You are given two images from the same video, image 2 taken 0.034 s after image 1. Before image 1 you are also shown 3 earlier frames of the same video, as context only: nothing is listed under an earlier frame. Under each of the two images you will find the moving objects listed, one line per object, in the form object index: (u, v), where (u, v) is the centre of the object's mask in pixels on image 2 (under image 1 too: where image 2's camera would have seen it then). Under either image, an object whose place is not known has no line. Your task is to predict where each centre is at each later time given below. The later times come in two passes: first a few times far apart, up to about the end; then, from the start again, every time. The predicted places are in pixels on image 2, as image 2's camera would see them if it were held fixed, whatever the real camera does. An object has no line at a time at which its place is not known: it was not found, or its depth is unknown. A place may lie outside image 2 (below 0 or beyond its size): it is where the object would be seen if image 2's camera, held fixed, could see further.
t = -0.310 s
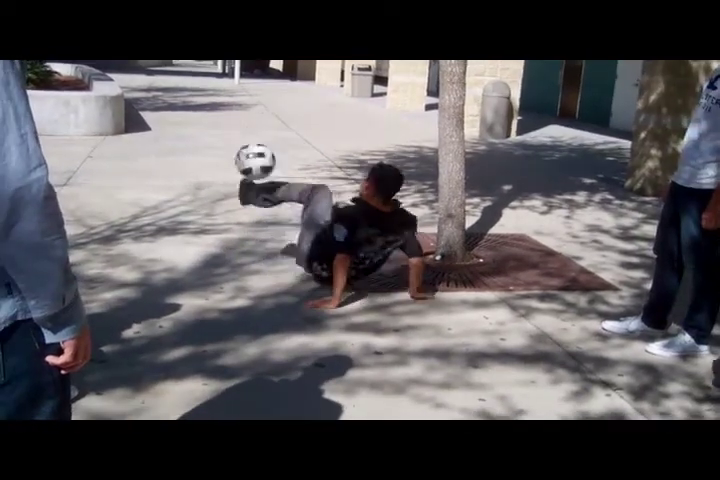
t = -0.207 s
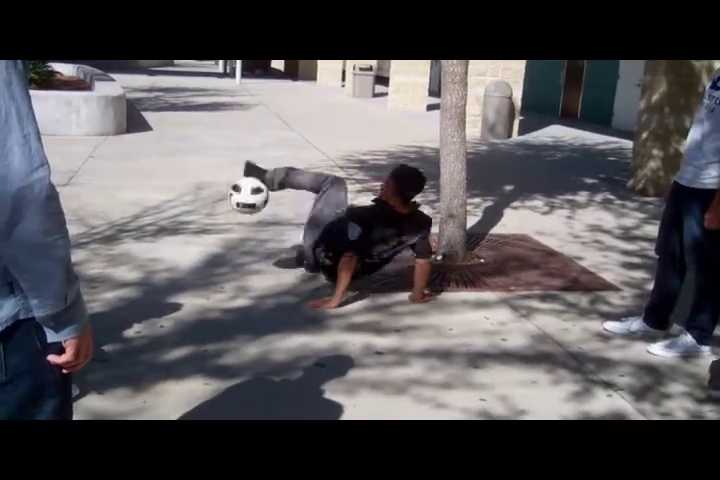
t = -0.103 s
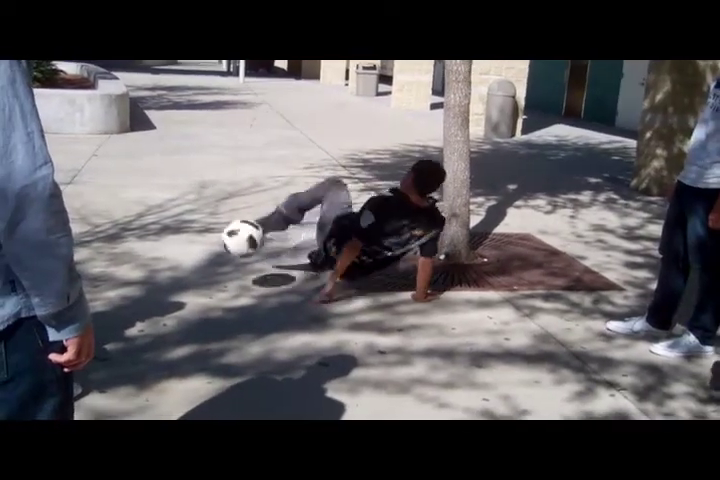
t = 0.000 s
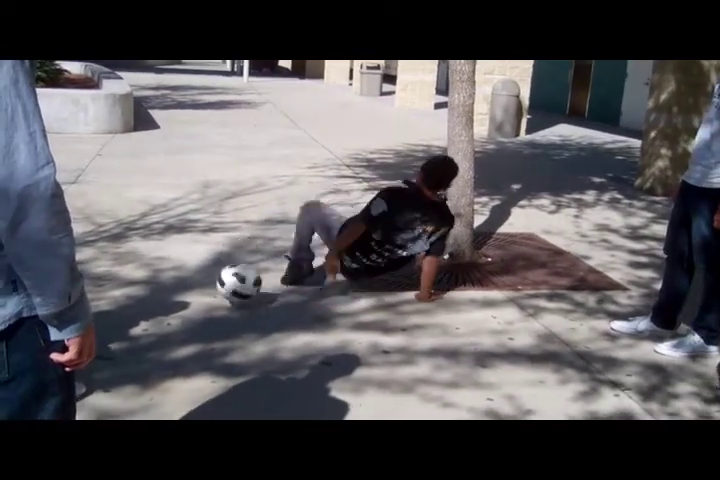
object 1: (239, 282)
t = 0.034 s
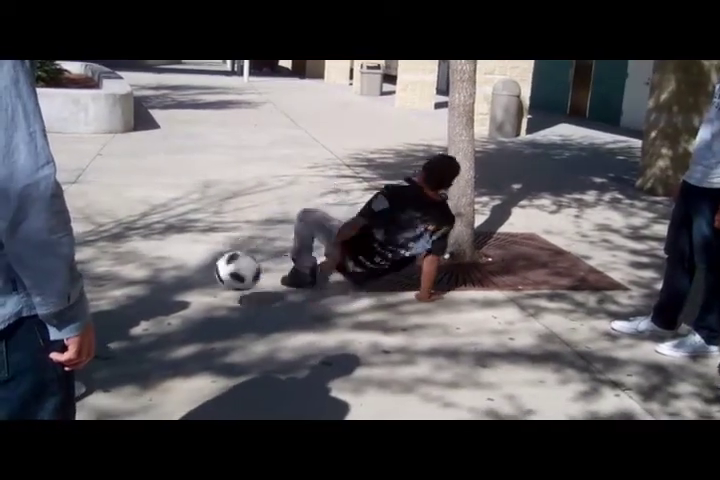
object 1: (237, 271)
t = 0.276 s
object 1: (221, 237)
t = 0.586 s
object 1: (191, 364)
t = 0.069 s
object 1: (236, 261)
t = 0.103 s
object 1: (234, 253)
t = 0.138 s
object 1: (232, 248)
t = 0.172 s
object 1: (229, 240)
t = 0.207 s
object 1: (226, 237)
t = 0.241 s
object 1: (223, 236)
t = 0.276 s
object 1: (221, 237)
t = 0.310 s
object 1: (217, 239)
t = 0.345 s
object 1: (215, 244)
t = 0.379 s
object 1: (212, 252)
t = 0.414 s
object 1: (209, 263)
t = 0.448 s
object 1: (208, 279)
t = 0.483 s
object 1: (204, 295)
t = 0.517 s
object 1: (200, 314)
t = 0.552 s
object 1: (196, 337)
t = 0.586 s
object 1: (191, 364)
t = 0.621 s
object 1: (187, 363)
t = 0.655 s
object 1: (184, 353)
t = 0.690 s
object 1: (178, 339)
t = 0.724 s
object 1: (174, 335)
